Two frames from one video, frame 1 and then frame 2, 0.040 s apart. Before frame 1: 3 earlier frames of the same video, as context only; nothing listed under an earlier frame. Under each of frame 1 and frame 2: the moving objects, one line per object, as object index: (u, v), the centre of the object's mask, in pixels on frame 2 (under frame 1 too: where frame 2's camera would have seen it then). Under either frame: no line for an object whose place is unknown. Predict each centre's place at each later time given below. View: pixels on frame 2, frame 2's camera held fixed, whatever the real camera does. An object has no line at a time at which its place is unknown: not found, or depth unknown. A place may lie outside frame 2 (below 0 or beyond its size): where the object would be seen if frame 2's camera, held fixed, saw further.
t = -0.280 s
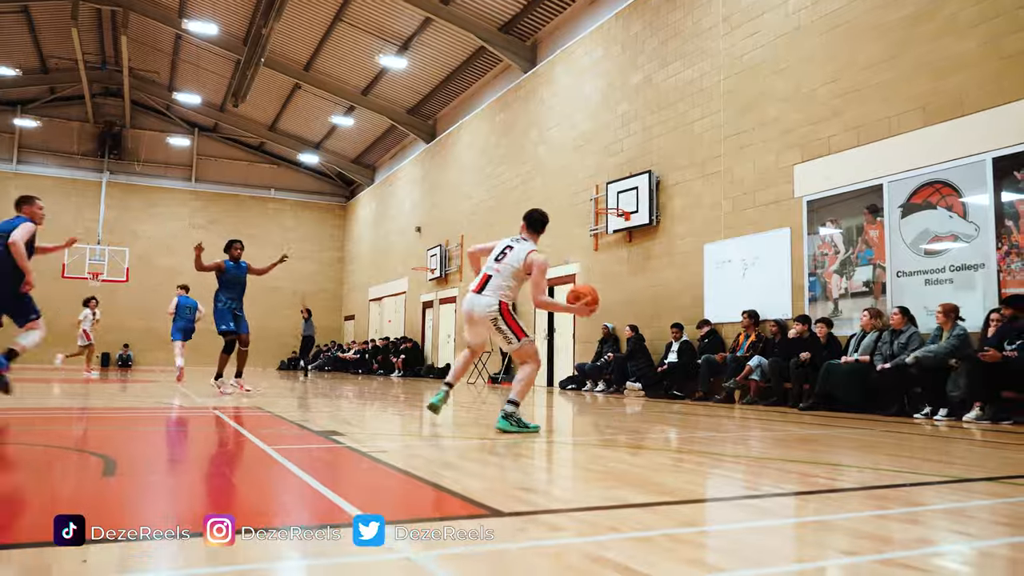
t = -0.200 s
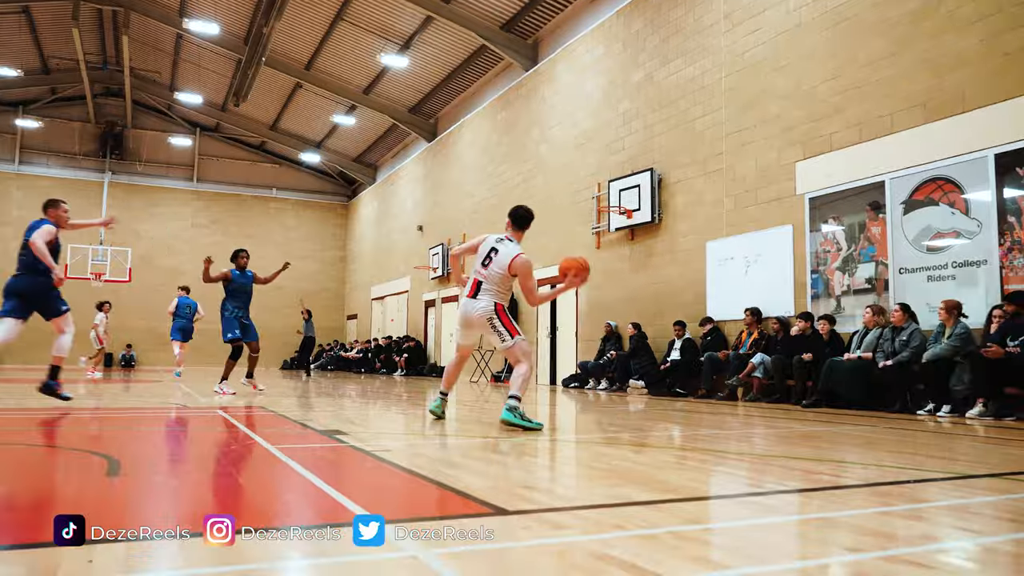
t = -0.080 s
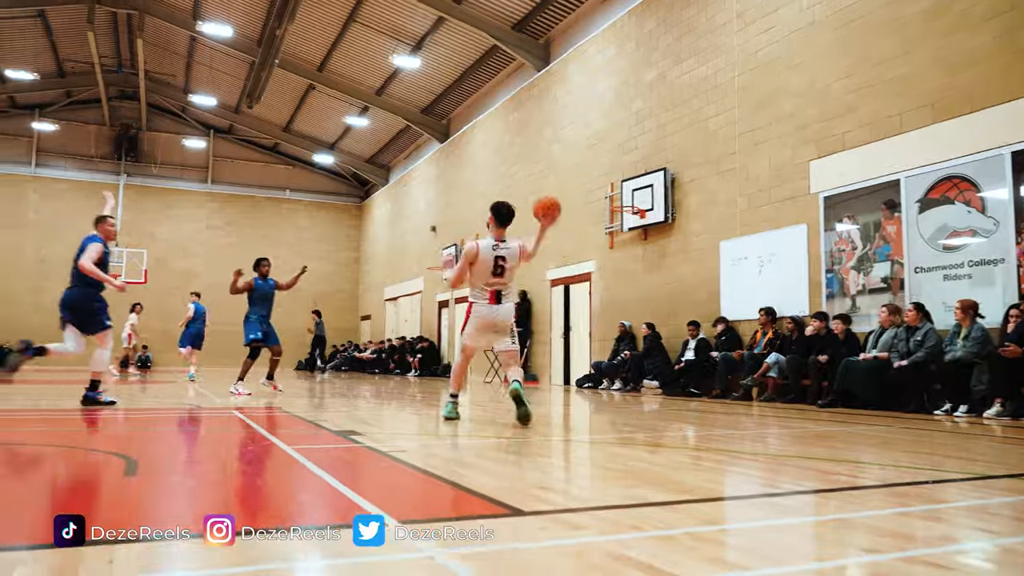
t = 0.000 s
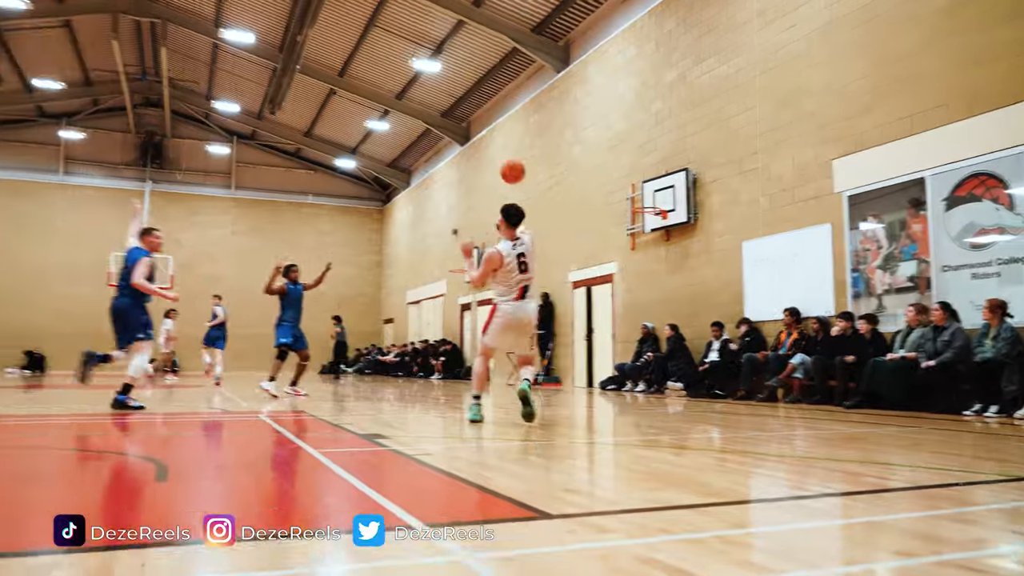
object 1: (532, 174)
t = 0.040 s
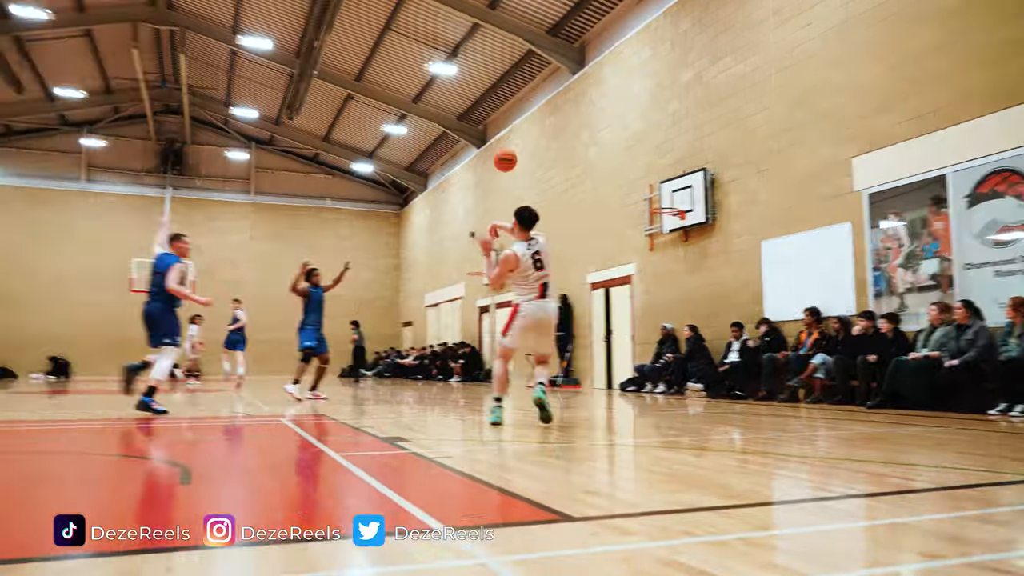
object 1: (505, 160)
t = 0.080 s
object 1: (484, 149)
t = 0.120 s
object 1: (467, 140)
